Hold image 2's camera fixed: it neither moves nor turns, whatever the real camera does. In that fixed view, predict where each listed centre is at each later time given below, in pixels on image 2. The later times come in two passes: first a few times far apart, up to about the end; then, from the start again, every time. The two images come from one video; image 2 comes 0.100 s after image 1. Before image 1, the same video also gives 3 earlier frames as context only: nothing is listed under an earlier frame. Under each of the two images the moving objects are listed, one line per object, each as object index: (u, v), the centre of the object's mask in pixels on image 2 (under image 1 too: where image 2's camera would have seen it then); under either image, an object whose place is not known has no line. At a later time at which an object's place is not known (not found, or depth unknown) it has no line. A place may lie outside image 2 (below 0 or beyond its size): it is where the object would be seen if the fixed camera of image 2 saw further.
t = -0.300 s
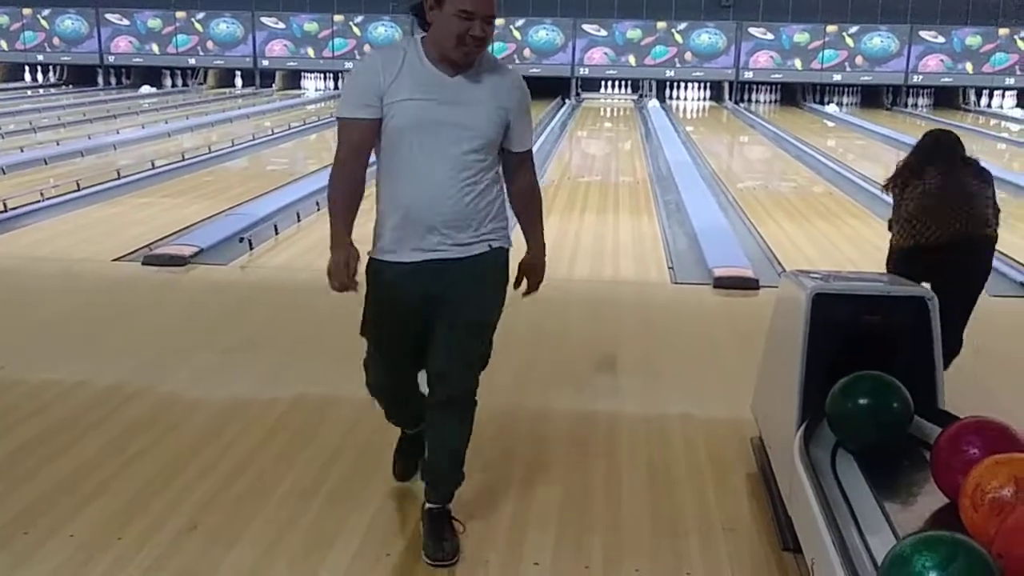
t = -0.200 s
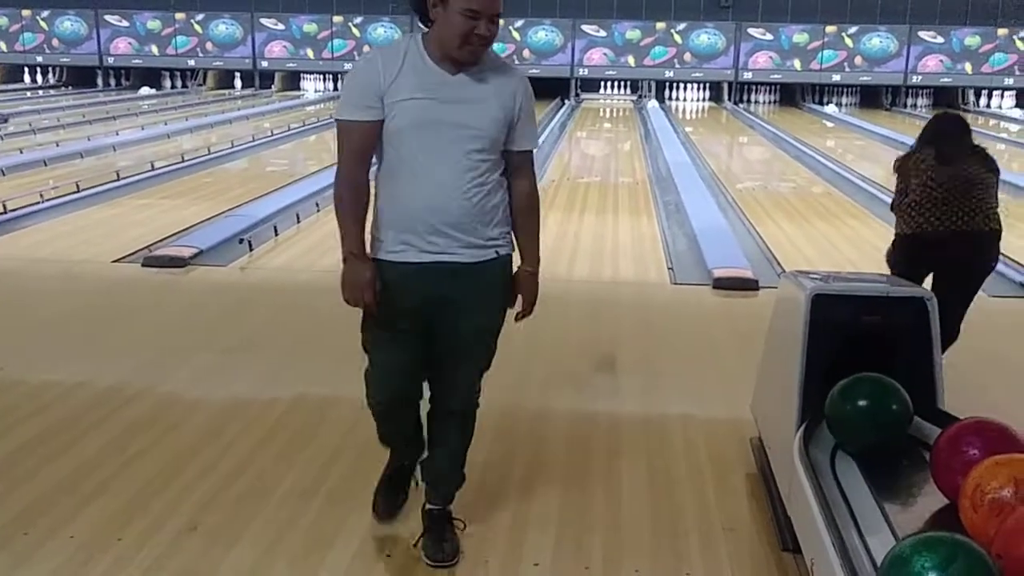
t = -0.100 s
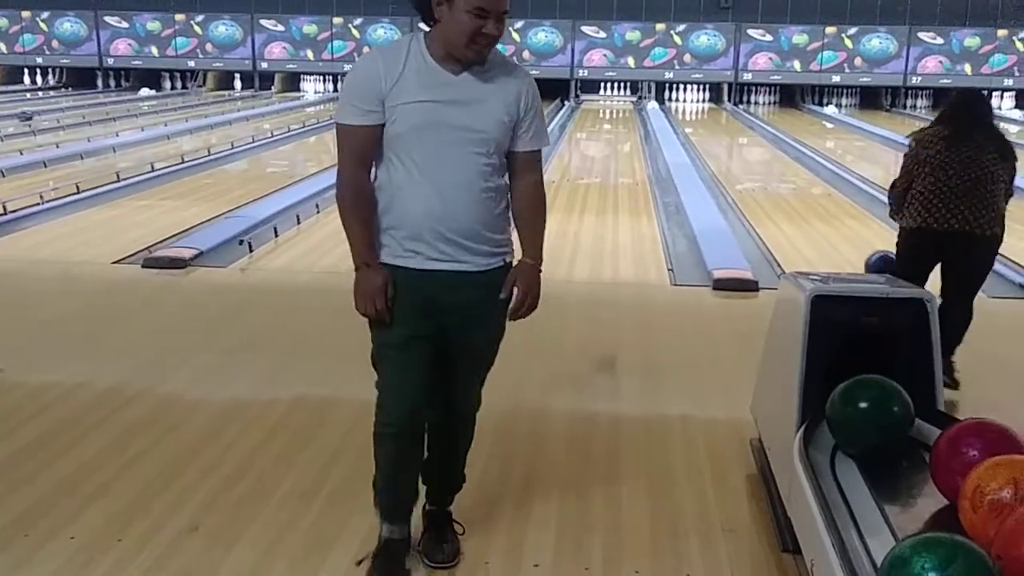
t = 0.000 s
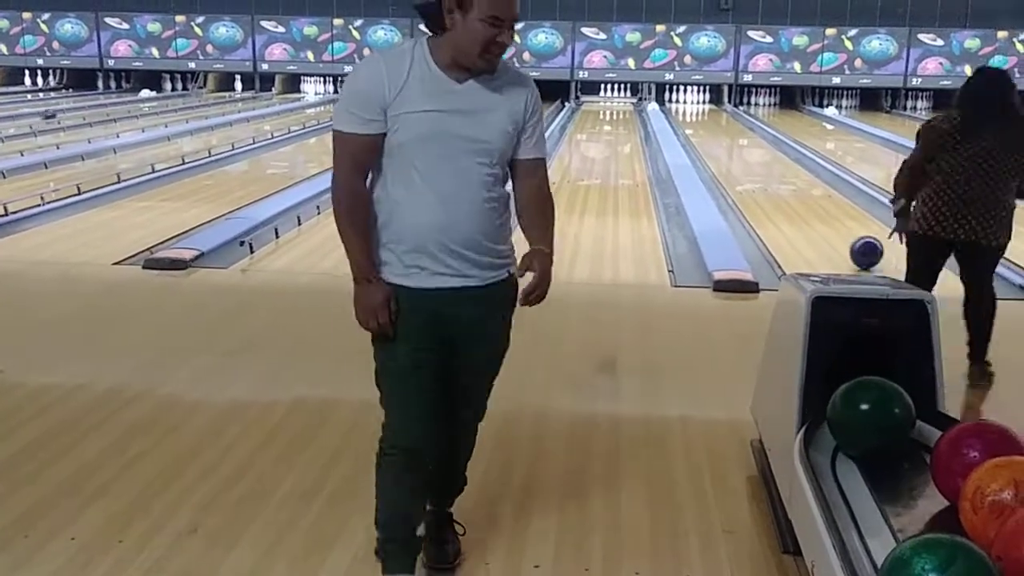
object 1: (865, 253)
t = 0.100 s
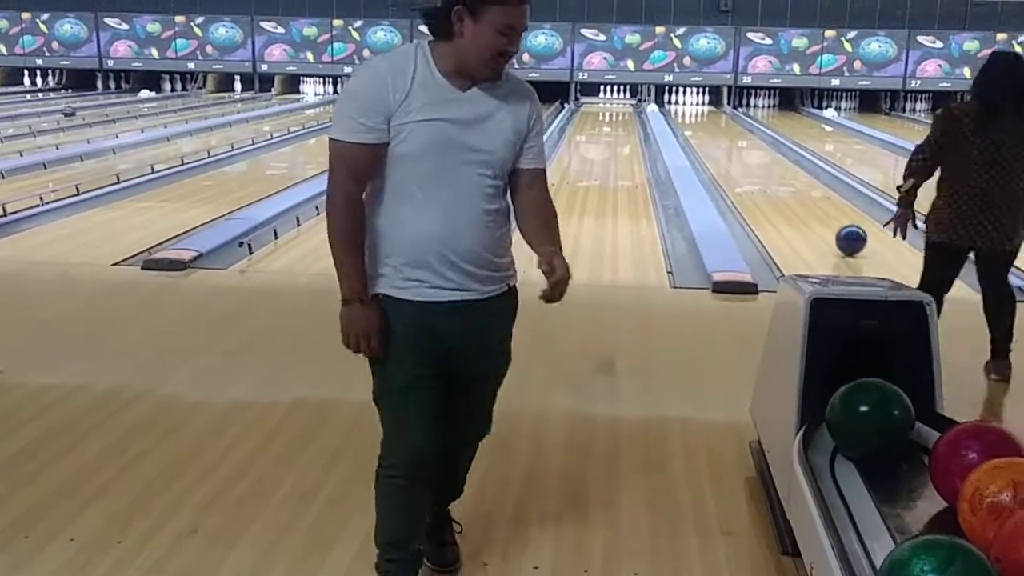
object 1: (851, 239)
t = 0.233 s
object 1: (836, 223)
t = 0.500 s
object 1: (810, 197)
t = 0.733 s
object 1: (793, 181)
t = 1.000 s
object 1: (776, 166)
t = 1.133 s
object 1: (770, 160)
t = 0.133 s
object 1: (846, 235)
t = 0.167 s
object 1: (843, 231)
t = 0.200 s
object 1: (839, 227)
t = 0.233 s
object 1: (836, 223)
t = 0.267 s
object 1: (832, 219)
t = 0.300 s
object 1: (829, 216)
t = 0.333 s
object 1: (825, 213)
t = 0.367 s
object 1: (821, 209)
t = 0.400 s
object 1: (819, 206)
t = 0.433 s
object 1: (816, 203)
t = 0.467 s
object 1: (813, 200)
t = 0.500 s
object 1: (810, 197)
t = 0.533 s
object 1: (807, 195)
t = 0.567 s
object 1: (805, 193)
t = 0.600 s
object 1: (802, 190)
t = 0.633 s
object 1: (800, 188)
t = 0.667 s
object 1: (797, 186)
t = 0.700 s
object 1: (795, 183)
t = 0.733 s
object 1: (793, 181)
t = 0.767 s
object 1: (790, 178)
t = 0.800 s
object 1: (788, 176)
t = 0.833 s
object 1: (786, 174)
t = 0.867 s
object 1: (784, 173)
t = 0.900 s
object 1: (782, 171)
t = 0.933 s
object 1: (780, 169)
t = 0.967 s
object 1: (778, 168)
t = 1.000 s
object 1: (776, 166)
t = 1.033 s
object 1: (775, 164)
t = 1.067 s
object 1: (773, 162)
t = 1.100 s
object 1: (771, 161)
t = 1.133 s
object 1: (770, 160)
